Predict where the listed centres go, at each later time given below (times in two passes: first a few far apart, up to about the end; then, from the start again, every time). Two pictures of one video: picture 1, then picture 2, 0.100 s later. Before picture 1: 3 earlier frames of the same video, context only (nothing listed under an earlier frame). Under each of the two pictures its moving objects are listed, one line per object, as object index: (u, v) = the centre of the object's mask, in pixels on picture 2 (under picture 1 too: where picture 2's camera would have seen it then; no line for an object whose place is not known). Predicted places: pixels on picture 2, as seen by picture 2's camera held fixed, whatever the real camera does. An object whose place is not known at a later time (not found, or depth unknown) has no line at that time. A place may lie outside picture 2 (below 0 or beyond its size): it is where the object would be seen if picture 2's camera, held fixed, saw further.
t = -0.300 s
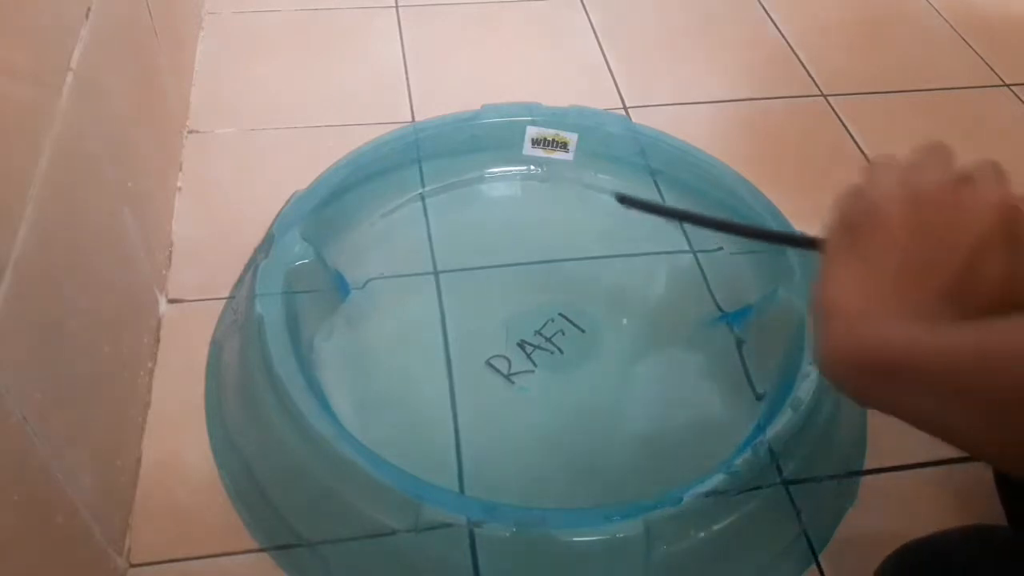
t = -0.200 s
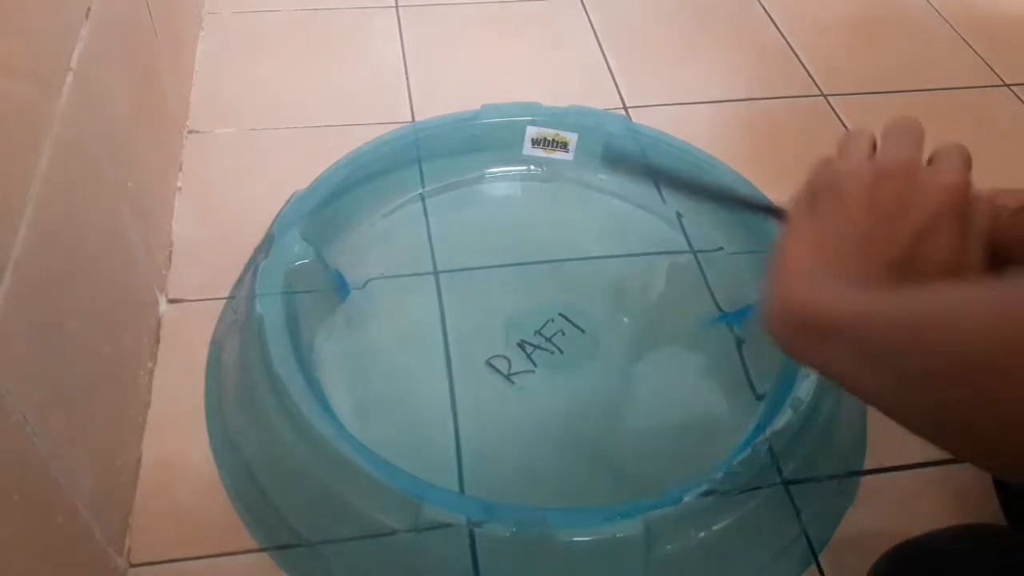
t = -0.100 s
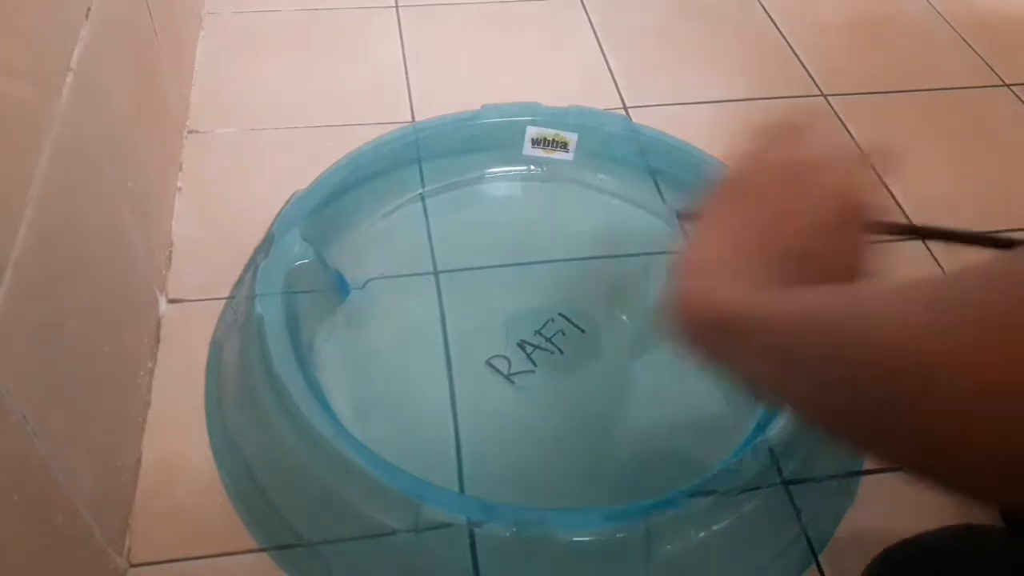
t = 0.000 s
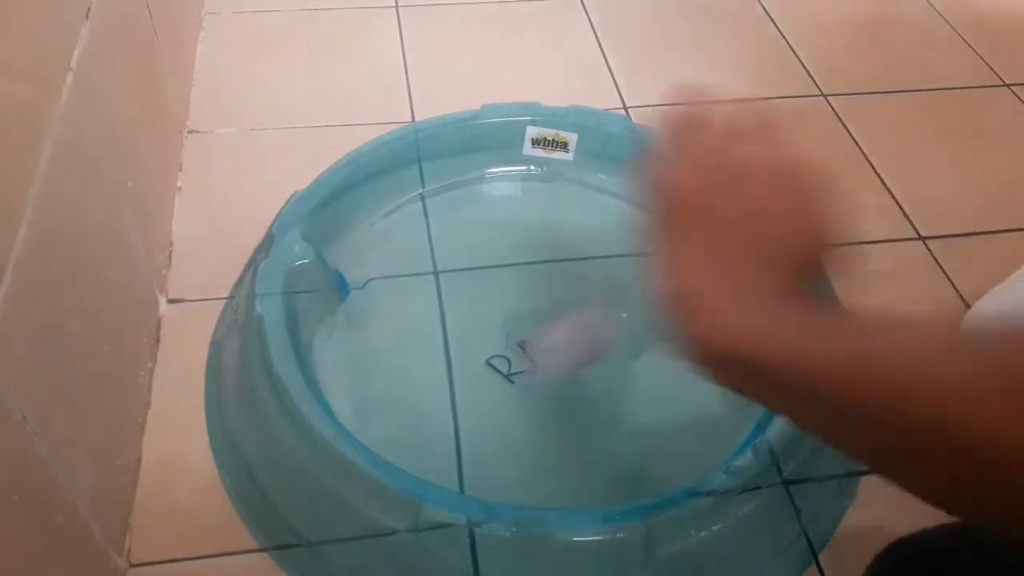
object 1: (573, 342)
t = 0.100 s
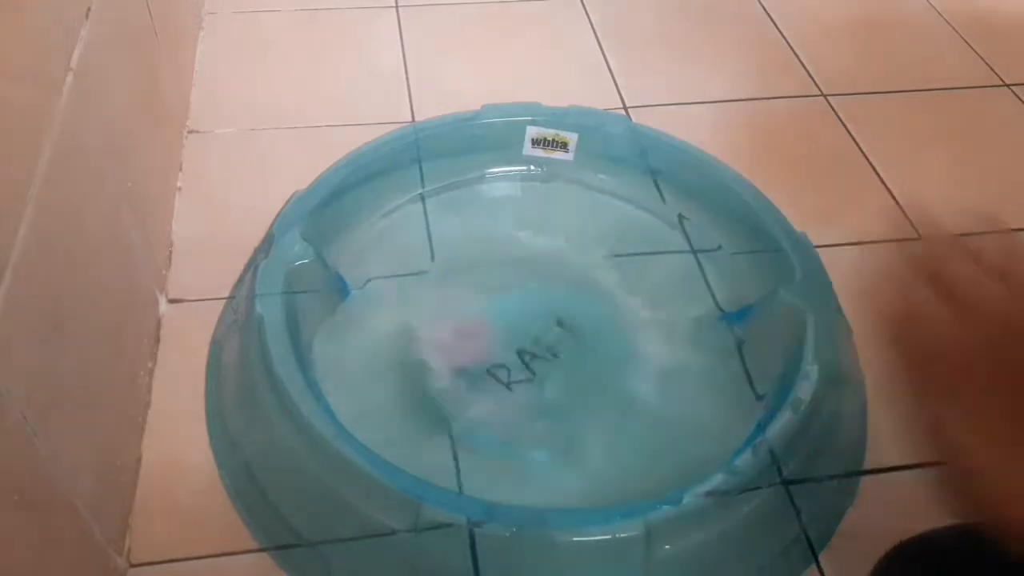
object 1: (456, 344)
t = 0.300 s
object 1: (354, 325)
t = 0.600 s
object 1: (433, 311)
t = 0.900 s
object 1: (465, 316)
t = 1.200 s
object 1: (476, 320)
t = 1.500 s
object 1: (481, 338)
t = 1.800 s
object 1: (486, 345)
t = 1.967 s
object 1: (481, 351)
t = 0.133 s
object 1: (431, 346)
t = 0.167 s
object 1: (402, 345)
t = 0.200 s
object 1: (388, 337)
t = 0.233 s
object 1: (368, 333)
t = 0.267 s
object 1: (358, 328)
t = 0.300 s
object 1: (354, 325)
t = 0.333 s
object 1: (356, 321)
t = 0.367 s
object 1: (360, 320)
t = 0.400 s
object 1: (365, 318)
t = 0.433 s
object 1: (377, 319)
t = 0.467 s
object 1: (399, 319)
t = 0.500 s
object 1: (408, 331)
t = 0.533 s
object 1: (424, 318)
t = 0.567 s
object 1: (428, 311)
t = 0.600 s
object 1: (433, 311)
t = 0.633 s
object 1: (442, 309)
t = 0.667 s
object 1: (449, 309)
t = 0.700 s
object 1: (450, 311)
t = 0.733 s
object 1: (455, 310)
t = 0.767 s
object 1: (457, 309)
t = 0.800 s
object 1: (460, 312)
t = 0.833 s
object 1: (460, 312)
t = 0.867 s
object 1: (462, 315)
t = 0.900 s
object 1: (465, 316)
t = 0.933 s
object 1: (466, 316)
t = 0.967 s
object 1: (469, 316)
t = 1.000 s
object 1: (471, 317)
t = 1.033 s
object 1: (470, 319)
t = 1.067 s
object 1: (473, 320)
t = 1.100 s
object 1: (475, 320)
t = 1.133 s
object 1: (475, 320)
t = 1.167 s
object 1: (476, 321)
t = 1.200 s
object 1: (476, 320)
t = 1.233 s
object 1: (475, 323)
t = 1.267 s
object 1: (474, 327)
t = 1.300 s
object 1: (475, 326)
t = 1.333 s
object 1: (478, 328)
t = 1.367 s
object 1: (479, 330)
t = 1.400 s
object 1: (478, 333)
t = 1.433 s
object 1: (481, 331)
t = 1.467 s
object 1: (483, 334)
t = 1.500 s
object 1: (481, 338)
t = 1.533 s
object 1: (480, 340)
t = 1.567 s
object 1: (482, 340)
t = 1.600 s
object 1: (482, 342)
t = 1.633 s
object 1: (482, 345)
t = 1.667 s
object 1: (484, 345)
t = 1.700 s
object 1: (482, 345)
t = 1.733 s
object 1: (483, 344)
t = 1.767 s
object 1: (484, 343)
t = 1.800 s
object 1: (486, 345)
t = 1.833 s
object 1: (482, 352)
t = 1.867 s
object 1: (481, 352)
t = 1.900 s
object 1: (479, 349)
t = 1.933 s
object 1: (479, 350)
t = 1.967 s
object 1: (481, 351)
